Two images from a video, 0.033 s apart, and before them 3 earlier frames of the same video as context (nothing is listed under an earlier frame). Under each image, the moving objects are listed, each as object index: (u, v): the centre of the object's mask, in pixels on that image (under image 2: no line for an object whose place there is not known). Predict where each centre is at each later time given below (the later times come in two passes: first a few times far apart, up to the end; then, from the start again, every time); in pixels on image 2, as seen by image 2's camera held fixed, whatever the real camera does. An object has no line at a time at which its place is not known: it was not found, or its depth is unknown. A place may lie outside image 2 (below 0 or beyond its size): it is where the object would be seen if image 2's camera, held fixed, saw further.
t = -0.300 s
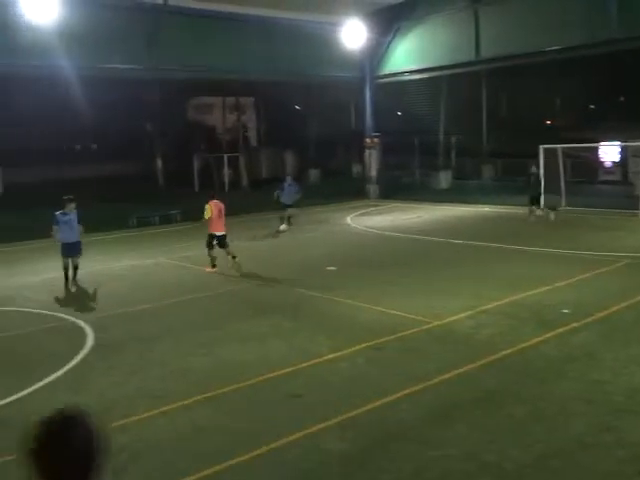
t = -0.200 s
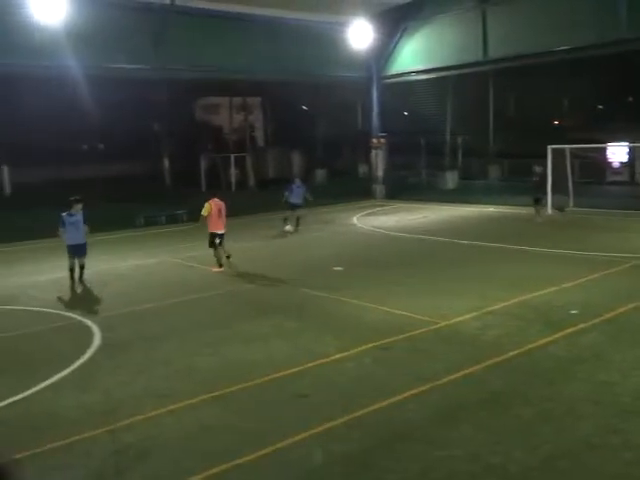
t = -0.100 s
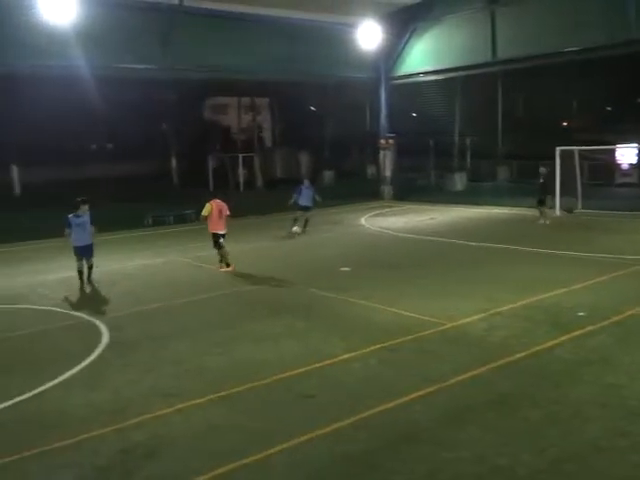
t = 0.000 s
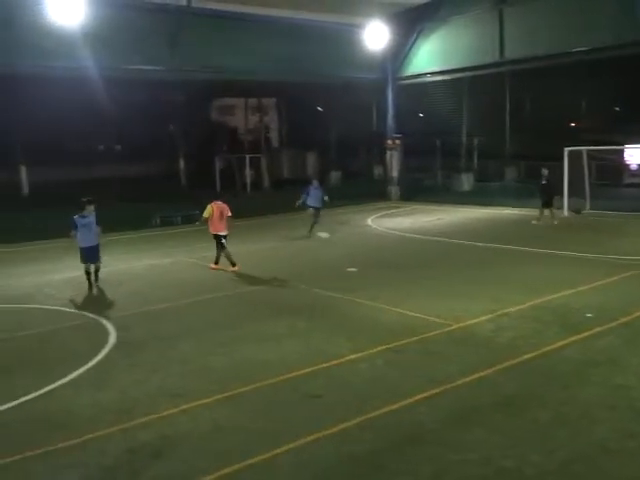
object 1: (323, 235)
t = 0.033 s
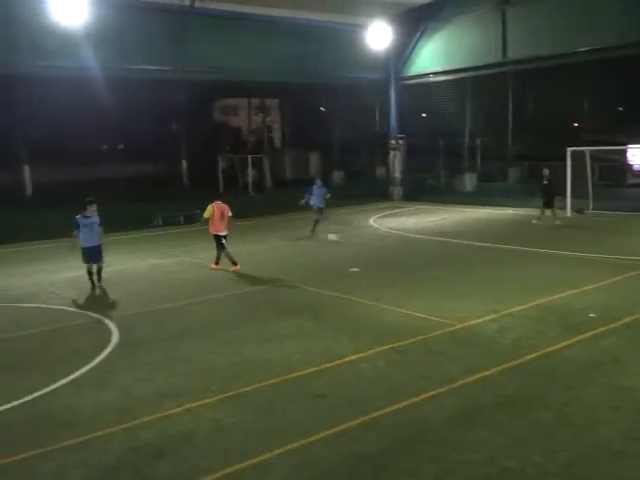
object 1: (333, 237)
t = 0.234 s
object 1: (383, 251)
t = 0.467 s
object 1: (453, 270)
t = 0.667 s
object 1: (519, 288)
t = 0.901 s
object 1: (622, 315)
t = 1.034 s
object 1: (698, 335)
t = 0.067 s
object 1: (340, 239)
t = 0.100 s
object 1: (347, 241)
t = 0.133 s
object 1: (357, 243)
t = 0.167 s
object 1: (366, 247)
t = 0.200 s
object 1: (375, 249)
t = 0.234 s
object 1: (383, 251)
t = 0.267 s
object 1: (392, 256)
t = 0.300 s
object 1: (403, 258)
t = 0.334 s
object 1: (412, 259)
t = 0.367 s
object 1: (422, 262)
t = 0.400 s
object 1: (431, 265)
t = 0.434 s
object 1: (441, 267)
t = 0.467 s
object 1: (453, 270)
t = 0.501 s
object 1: (463, 273)
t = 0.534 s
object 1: (473, 275)
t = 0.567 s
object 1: (484, 279)
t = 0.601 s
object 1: (496, 282)
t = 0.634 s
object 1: (508, 284)
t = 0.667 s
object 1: (519, 288)
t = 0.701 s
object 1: (532, 292)
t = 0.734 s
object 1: (545, 296)
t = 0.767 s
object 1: (560, 300)
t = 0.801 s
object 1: (575, 304)
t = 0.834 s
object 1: (589, 307)
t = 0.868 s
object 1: (607, 311)
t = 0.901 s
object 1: (622, 315)
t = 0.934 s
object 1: (639, 320)
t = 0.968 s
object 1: (658, 325)
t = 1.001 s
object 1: (677, 330)
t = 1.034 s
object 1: (698, 335)
